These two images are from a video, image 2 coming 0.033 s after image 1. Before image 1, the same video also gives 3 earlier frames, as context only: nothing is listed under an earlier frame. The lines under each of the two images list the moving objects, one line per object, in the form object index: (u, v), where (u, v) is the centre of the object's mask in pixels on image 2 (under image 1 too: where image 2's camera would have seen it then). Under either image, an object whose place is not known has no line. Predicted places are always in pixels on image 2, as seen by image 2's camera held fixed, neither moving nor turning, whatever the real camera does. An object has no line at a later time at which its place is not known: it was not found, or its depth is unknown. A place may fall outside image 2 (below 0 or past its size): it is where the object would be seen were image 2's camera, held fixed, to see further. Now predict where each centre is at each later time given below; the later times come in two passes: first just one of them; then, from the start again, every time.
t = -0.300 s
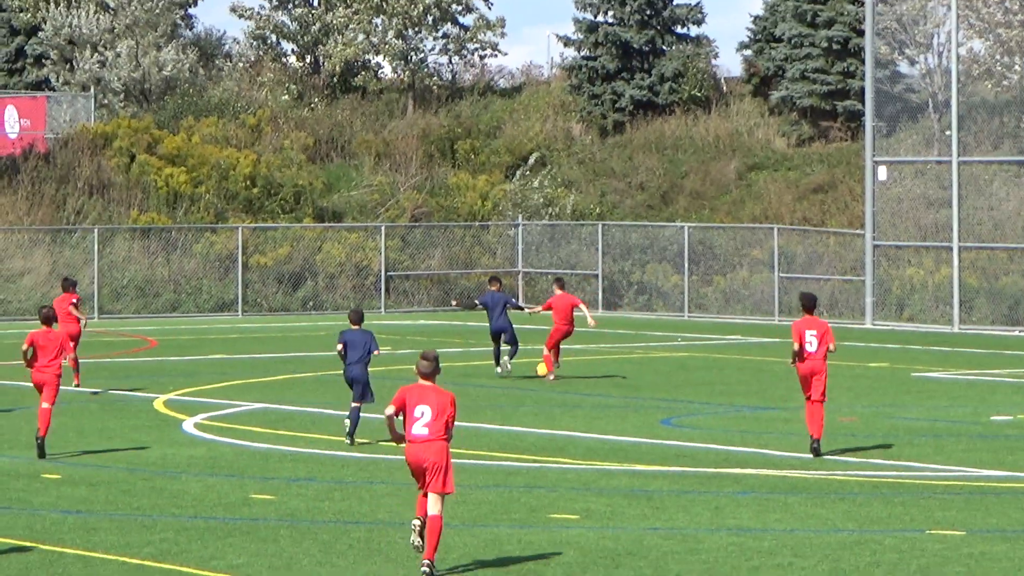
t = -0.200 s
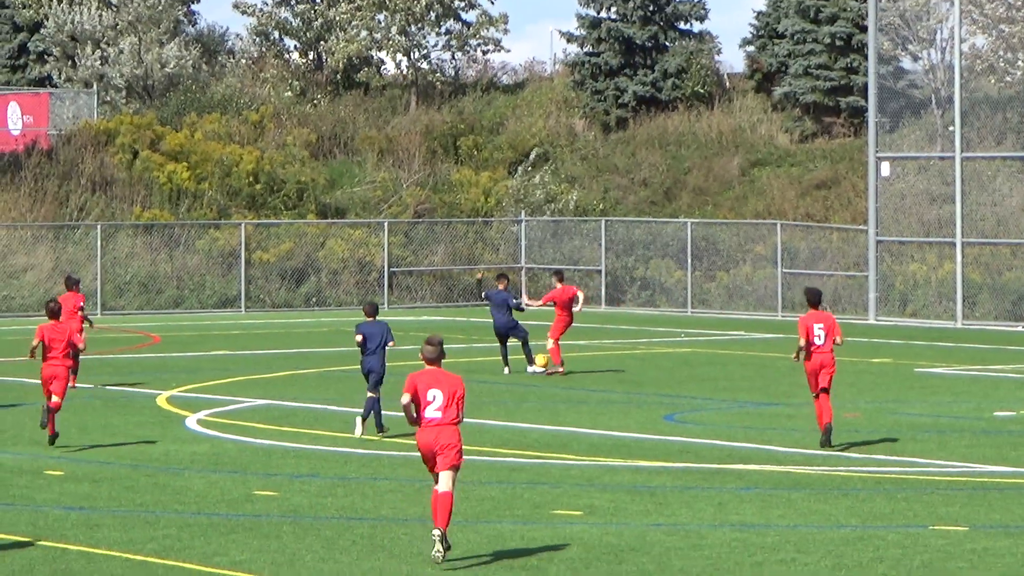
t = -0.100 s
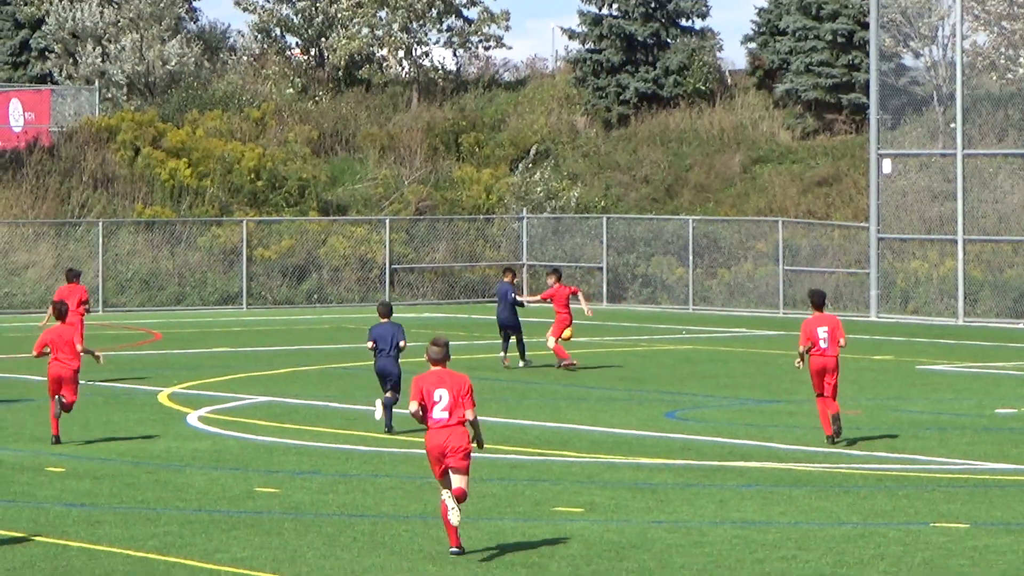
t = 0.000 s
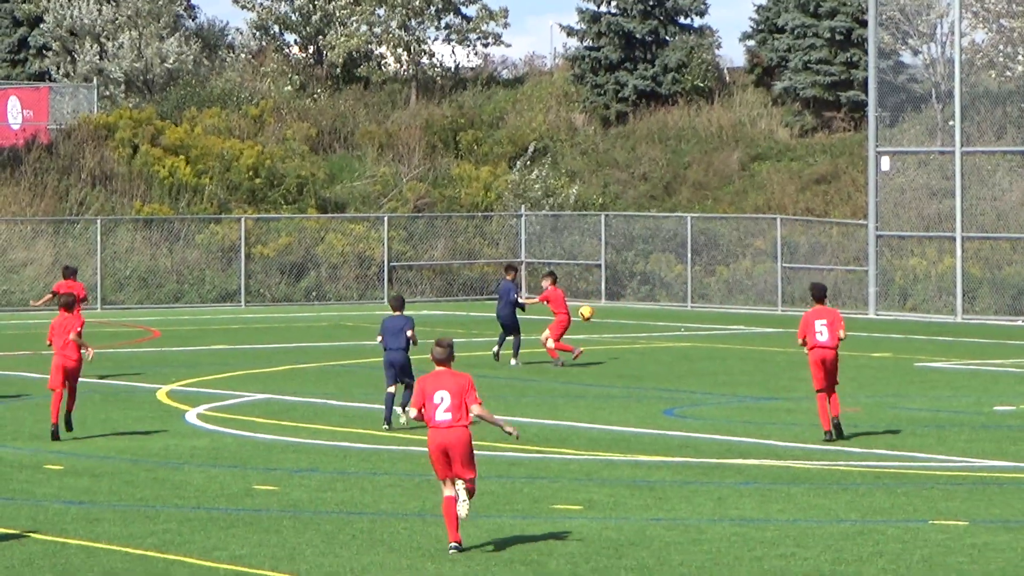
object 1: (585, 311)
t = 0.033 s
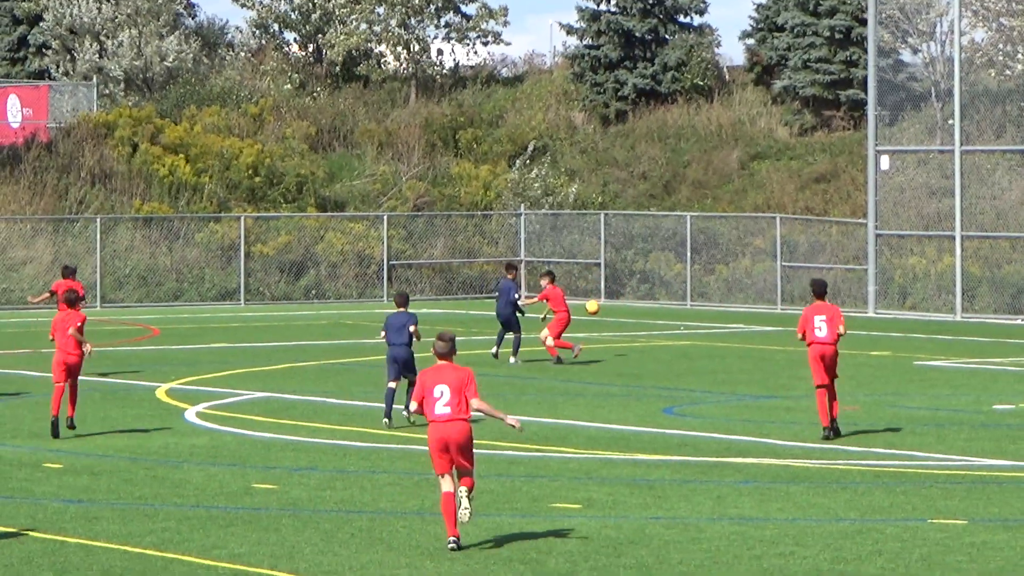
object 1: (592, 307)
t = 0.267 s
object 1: (638, 299)
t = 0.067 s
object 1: (599, 304)
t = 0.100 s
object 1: (606, 301)
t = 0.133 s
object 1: (613, 299)
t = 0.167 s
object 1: (620, 298)
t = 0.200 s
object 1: (626, 298)
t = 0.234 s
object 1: (633, 298)
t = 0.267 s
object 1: (638, 299)
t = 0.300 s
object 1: (644, 301)
